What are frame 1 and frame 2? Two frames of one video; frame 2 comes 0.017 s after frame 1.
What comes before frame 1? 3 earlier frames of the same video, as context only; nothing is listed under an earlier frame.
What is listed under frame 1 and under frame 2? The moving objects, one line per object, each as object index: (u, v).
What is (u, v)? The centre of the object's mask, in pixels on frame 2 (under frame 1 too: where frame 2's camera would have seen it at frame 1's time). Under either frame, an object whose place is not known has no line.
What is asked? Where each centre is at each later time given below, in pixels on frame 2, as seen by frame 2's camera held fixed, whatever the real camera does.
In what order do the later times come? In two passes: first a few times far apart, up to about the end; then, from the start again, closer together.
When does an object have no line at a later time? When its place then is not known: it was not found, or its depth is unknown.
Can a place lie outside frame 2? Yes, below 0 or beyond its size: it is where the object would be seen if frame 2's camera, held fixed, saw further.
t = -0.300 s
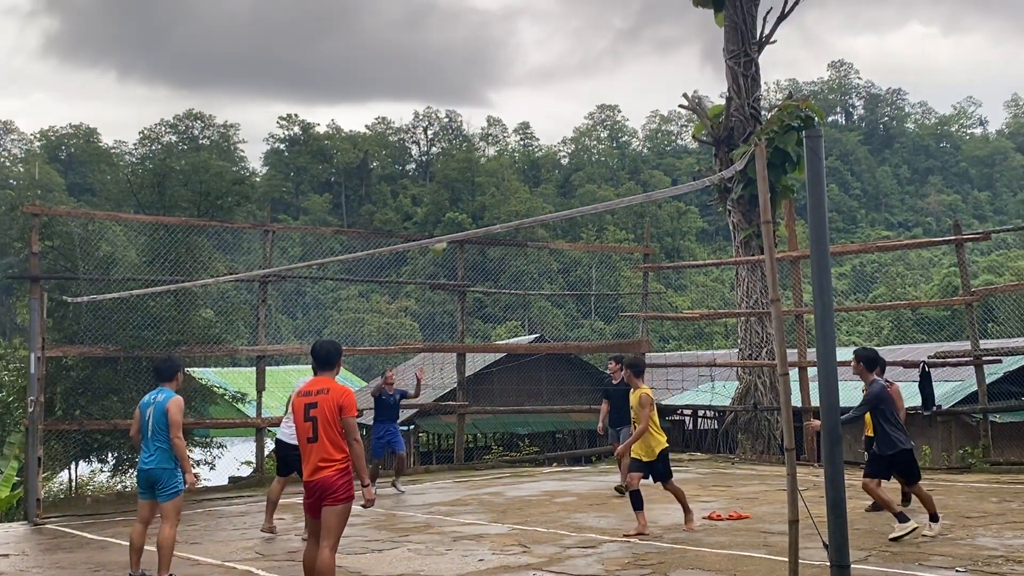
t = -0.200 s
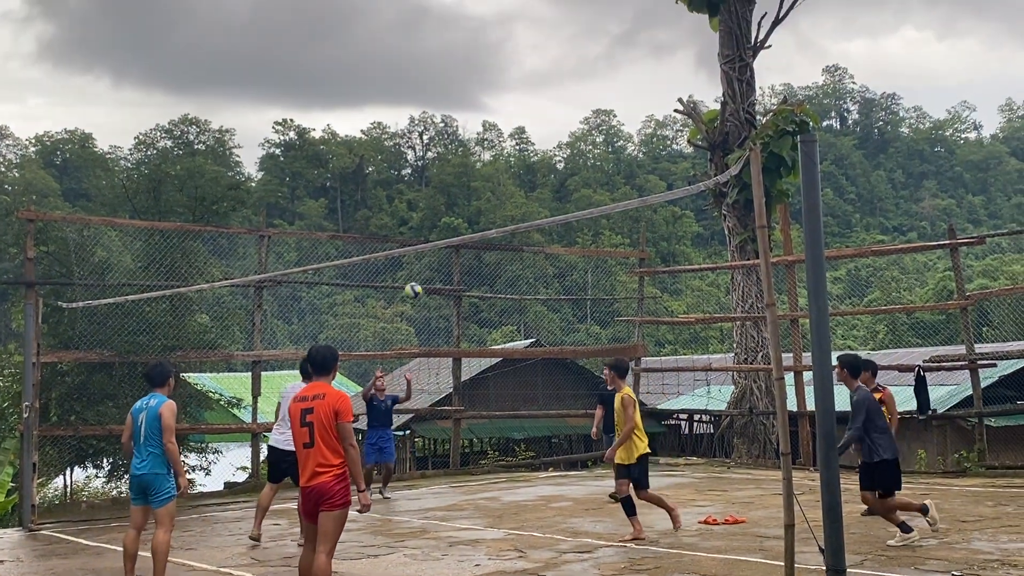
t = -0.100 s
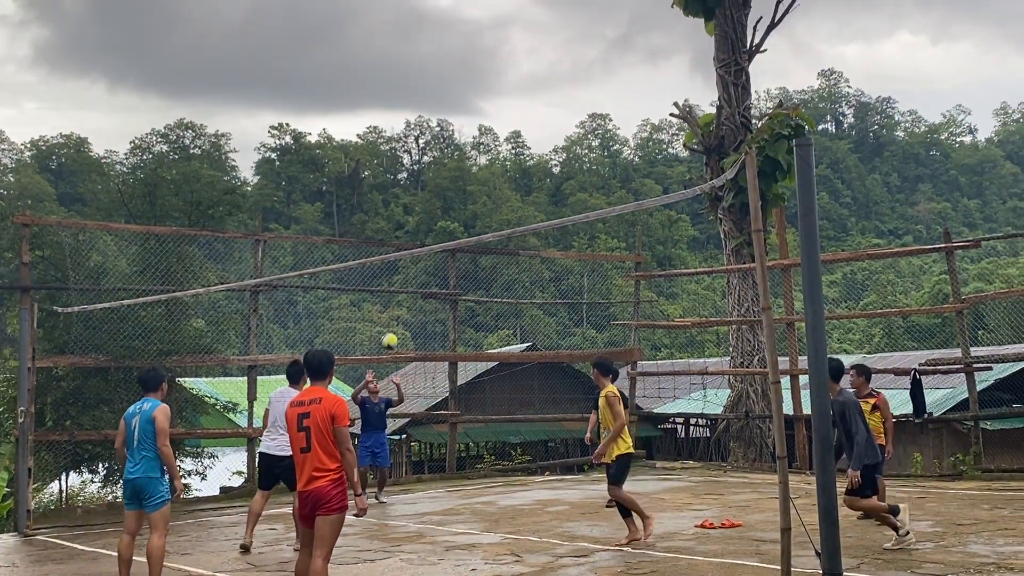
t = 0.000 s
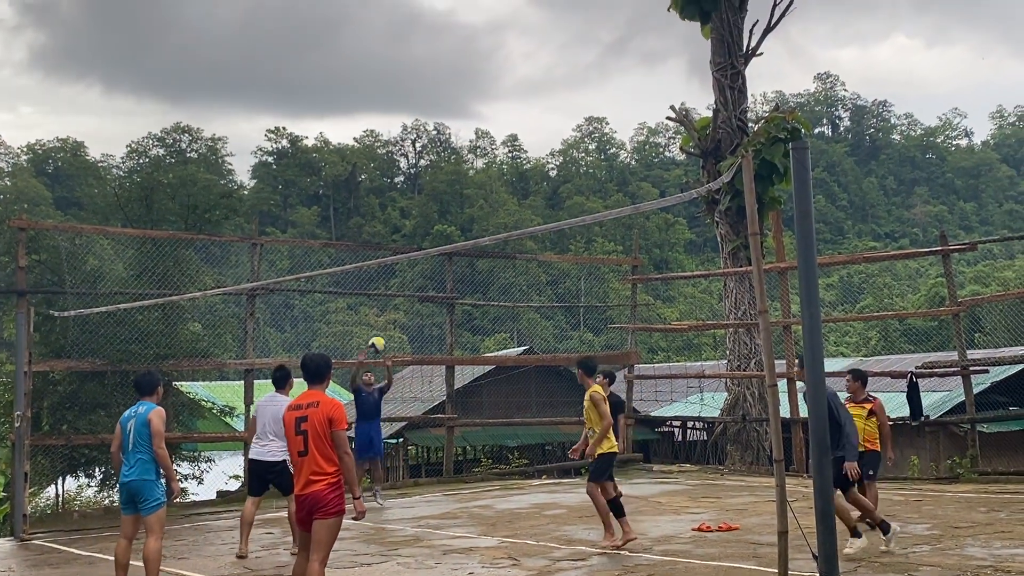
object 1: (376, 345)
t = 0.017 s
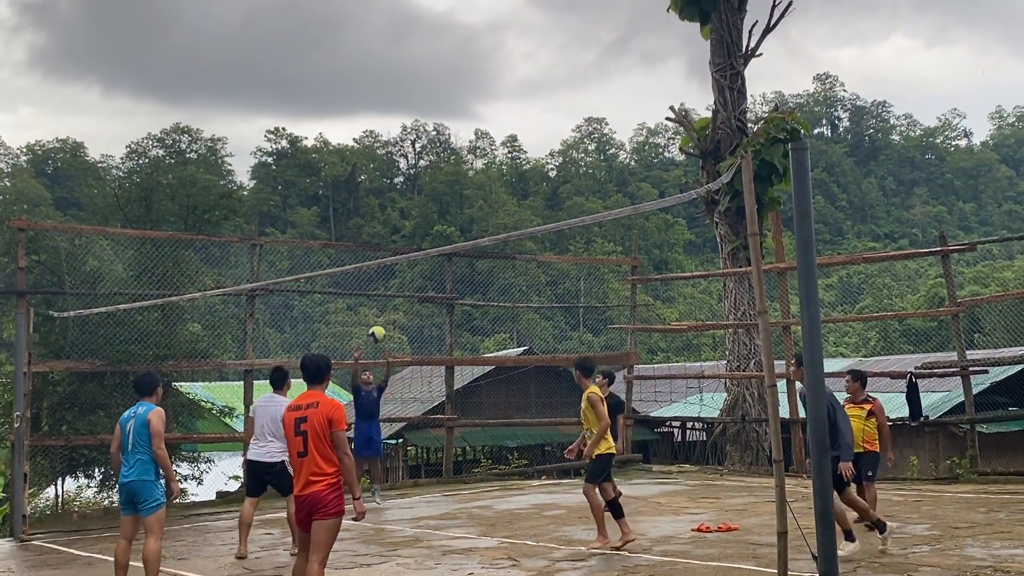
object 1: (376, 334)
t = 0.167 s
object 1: (381, 240)
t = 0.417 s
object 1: (390, 114)
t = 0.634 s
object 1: (397, 36)
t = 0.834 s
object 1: (406, -4)
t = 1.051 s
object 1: (416, -7)
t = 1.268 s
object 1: (429, 41)
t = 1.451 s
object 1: (443, 129)
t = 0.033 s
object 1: (377, 323)
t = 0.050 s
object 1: (377, 312)
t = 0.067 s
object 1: (378, 301)
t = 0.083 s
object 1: (379, 290)
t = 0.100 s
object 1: (380, 279)
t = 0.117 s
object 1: (382, 271)
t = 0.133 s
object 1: (379, 256)
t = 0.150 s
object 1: (381, 249)
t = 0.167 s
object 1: (381, 240)
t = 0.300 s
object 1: (385, 167)
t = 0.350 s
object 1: (388, 143)
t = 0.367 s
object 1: (388, 135)
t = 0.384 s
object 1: (389, 128)
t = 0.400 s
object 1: (389, 121)
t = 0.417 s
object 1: (390, 114)
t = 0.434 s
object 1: (391, 107)
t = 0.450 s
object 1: (391, 100)
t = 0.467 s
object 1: (391, 94)
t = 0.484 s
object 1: (392, 87)
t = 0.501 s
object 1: (393, 80)
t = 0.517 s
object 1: (393, 74)
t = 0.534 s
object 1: (394, 67)
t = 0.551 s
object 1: (395, 62)
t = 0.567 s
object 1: (395, 56)
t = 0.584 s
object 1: (396, 51)
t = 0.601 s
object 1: (396, 45)
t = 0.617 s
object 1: (397, 41)
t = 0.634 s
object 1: (397, 36)
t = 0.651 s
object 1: (398, 32)
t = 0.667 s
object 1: (399, 27)
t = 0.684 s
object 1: (400, 23)
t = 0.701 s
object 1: (400, 19)
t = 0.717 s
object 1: (401, 15)
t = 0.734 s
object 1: (401, 12)
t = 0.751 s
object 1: (402, 8)
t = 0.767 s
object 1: (403, 6)
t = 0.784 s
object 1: (404, 3)
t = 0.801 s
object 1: (404, 0)
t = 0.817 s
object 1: (405, -2)
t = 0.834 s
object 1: (406, -4)
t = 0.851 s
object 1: (407, -6)
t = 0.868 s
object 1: (407, -8)
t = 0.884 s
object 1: (408, -9)
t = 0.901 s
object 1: (409, -10)
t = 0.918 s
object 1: (409, -11)
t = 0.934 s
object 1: (410, -11)
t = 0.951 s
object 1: (411, -11)
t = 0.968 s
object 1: (412, -11)
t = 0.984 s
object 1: (413, -11)
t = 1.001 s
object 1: (414, -11)
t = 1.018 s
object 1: (415, -10)
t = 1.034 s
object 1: (415, -8)
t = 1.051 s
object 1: (416, -7)
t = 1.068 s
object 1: (417, -5)
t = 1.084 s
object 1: (418, -3)
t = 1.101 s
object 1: (419, -1)
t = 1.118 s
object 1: (420, 2)
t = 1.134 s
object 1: (421, 5)
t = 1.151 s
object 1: (422, 9)
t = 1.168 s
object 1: (423, 12)
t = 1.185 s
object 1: (424, 16)
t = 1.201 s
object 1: (425, 21)
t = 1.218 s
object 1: (426, 25)
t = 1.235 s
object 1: (427, 30)
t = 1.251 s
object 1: (428, 36)
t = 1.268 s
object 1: (429, 41)
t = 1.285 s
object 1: (431, 47)
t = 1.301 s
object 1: (432, 54)
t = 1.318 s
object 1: (433, 61)
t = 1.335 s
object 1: (434, 68)
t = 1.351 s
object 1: (435, 76)
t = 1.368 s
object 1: (437, 83)
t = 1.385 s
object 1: (438, 92)
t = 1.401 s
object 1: (439, 101)
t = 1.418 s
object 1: (441, 110)
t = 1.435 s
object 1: (442, 119)
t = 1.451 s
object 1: (443, 129)
